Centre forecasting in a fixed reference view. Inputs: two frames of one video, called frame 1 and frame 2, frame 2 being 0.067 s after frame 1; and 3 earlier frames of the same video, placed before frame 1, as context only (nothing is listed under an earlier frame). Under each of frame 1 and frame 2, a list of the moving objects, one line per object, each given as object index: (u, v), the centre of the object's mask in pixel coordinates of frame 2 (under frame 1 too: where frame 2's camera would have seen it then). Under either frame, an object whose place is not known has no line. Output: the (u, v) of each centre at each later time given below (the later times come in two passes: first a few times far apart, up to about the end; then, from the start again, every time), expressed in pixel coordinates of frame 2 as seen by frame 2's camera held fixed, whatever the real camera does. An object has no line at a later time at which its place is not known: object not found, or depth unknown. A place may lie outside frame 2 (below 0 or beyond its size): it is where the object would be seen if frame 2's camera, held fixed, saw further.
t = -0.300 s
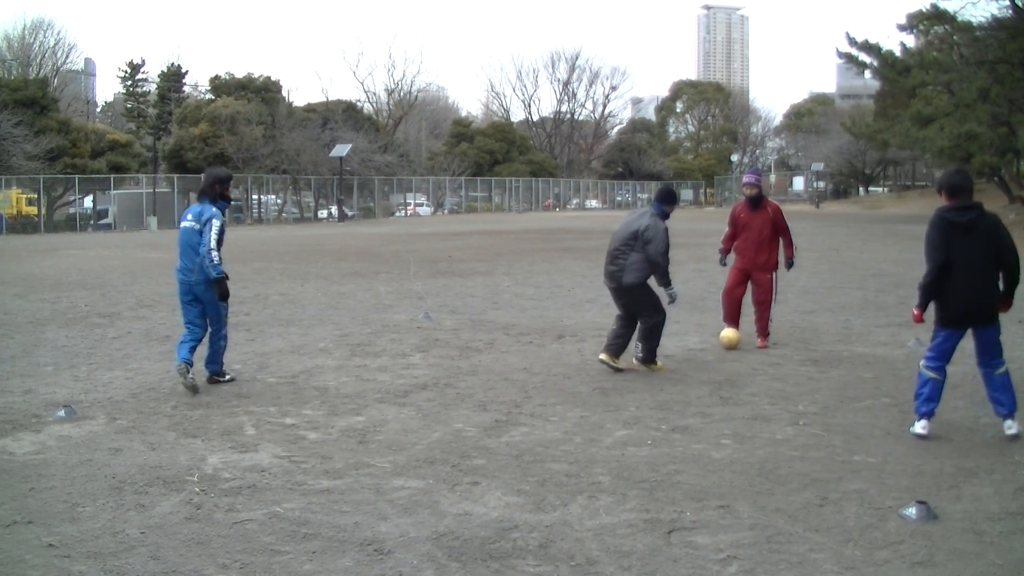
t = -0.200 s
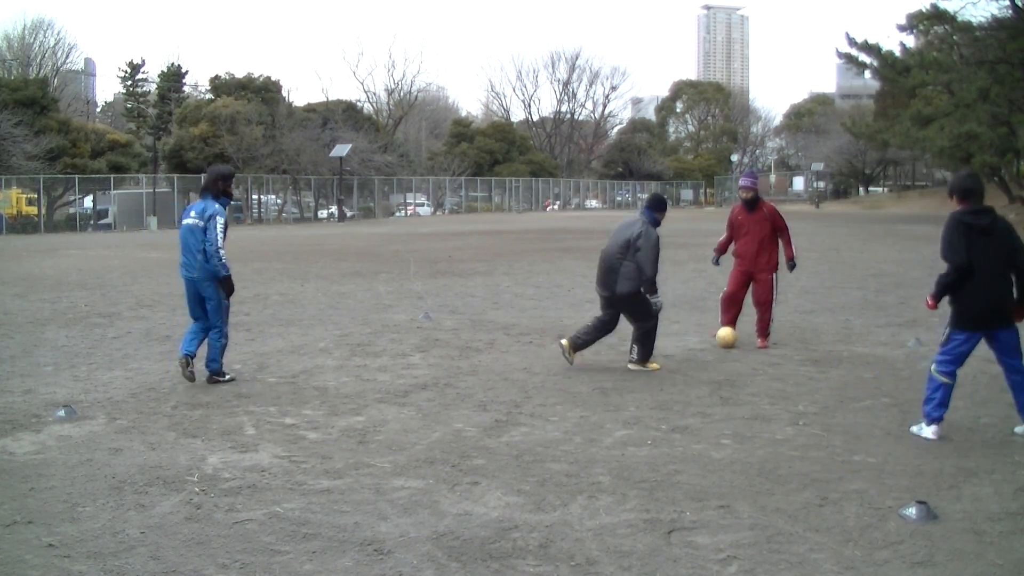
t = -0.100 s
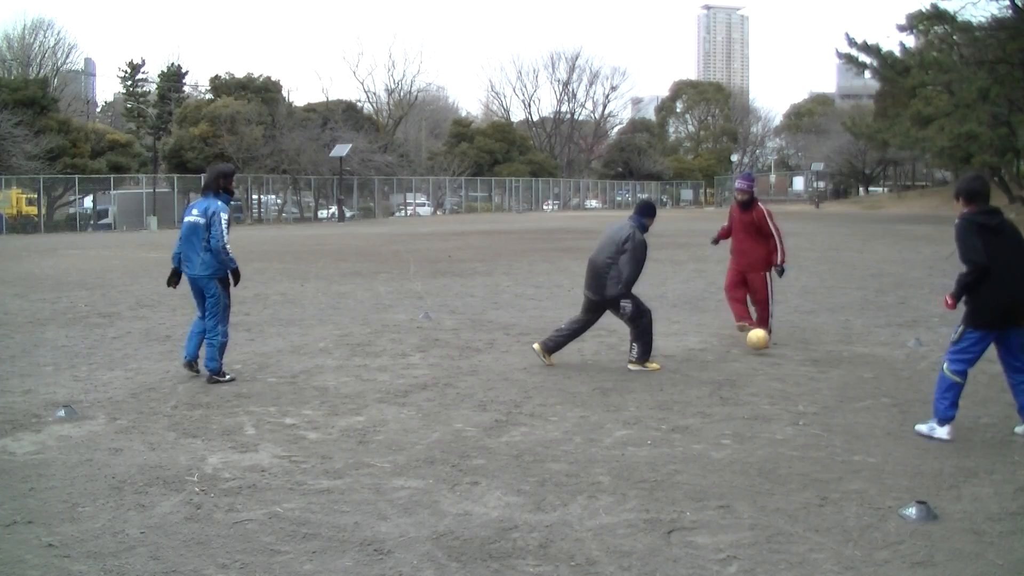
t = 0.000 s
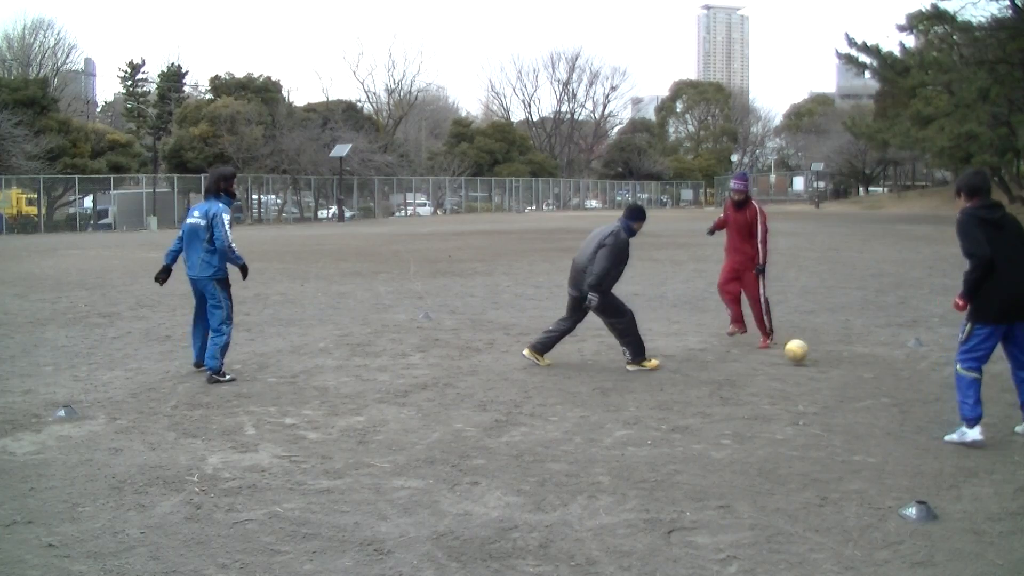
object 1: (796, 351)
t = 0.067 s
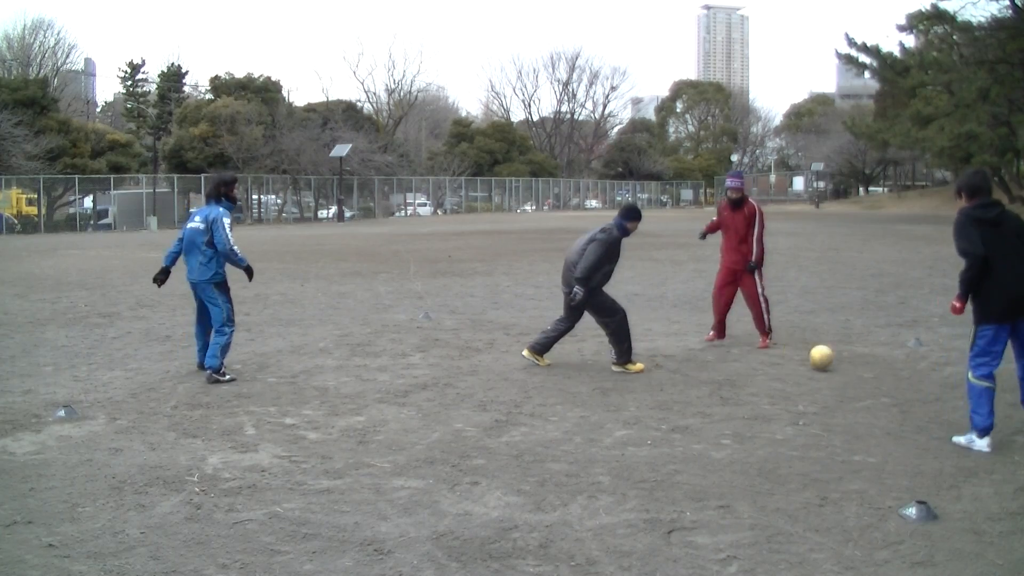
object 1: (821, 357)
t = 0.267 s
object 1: (892, 375)
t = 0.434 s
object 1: (949, 389)
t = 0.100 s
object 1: (832, 358)
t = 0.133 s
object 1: (845, 361)
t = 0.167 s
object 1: (857, 365)
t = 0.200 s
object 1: (869, 370)
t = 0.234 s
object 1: (880, 372)
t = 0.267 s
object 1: (892, 375)
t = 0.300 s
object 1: (903, 377)
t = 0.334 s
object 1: (914, 378)
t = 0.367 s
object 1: (925, 380)
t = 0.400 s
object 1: (937, 383)
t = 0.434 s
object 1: (949, 389)
